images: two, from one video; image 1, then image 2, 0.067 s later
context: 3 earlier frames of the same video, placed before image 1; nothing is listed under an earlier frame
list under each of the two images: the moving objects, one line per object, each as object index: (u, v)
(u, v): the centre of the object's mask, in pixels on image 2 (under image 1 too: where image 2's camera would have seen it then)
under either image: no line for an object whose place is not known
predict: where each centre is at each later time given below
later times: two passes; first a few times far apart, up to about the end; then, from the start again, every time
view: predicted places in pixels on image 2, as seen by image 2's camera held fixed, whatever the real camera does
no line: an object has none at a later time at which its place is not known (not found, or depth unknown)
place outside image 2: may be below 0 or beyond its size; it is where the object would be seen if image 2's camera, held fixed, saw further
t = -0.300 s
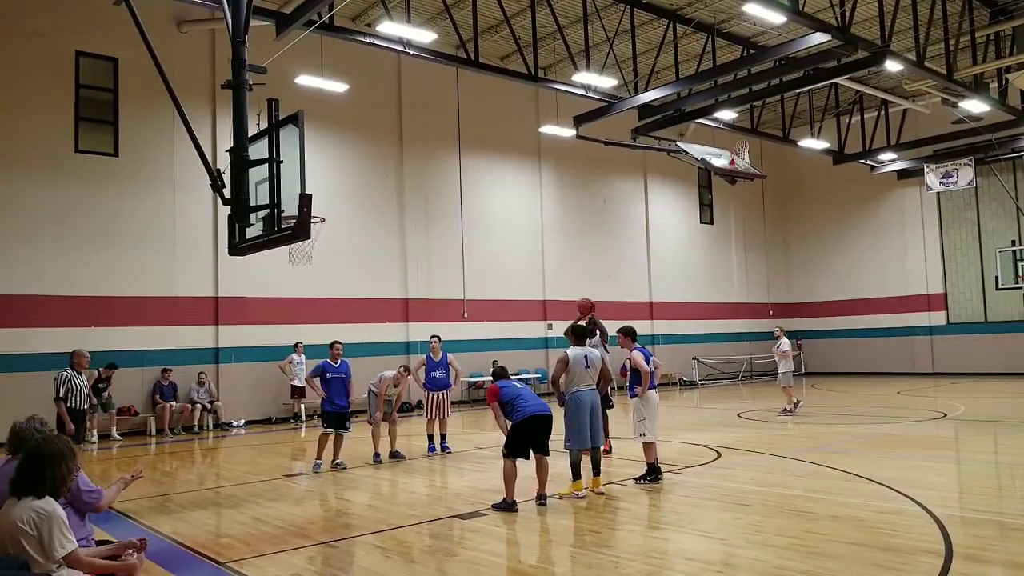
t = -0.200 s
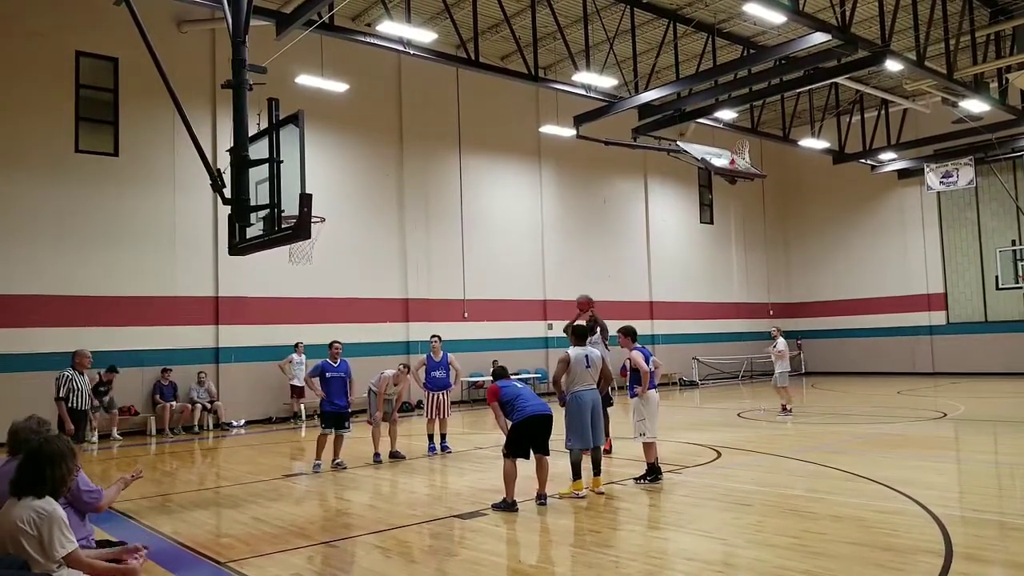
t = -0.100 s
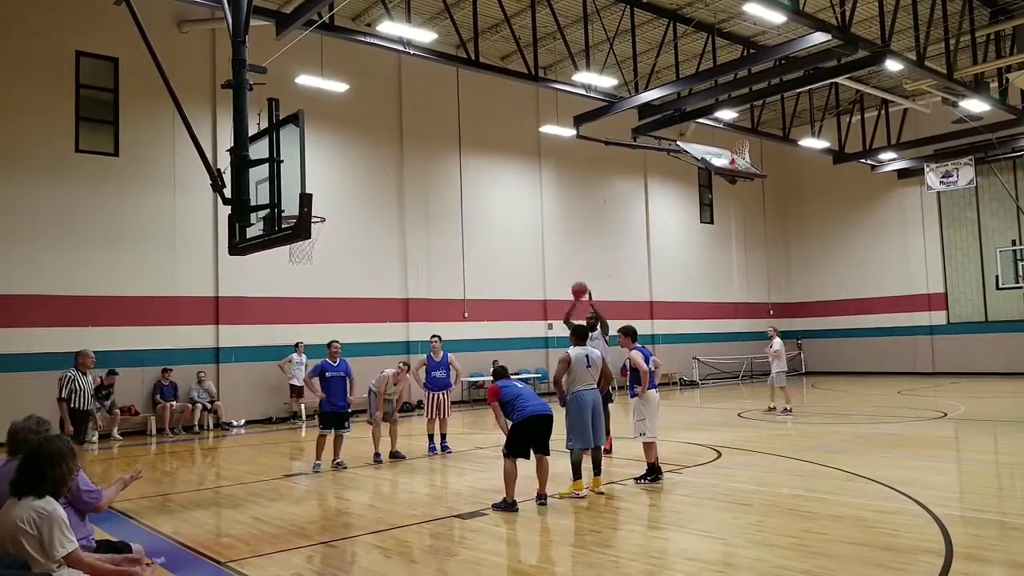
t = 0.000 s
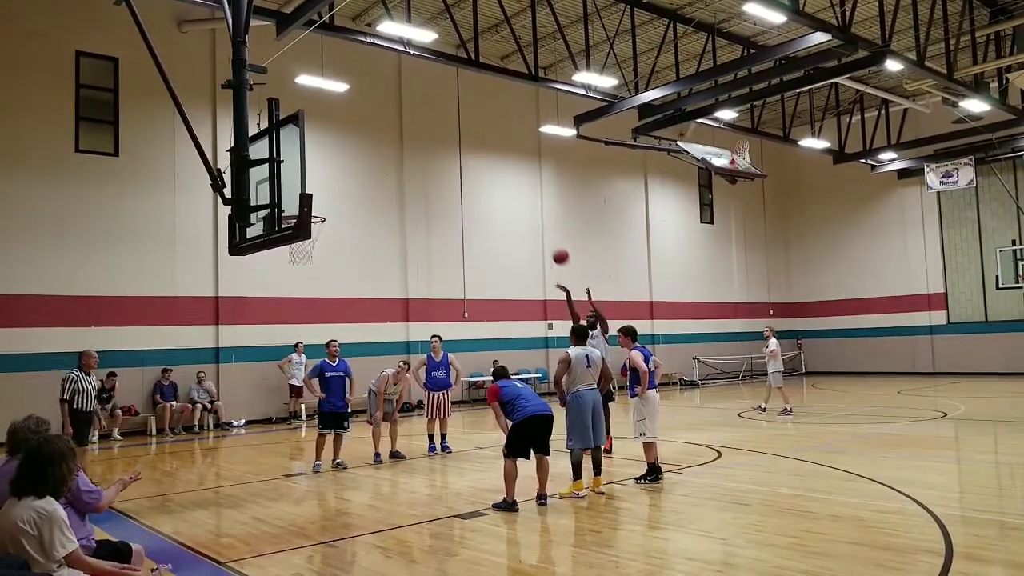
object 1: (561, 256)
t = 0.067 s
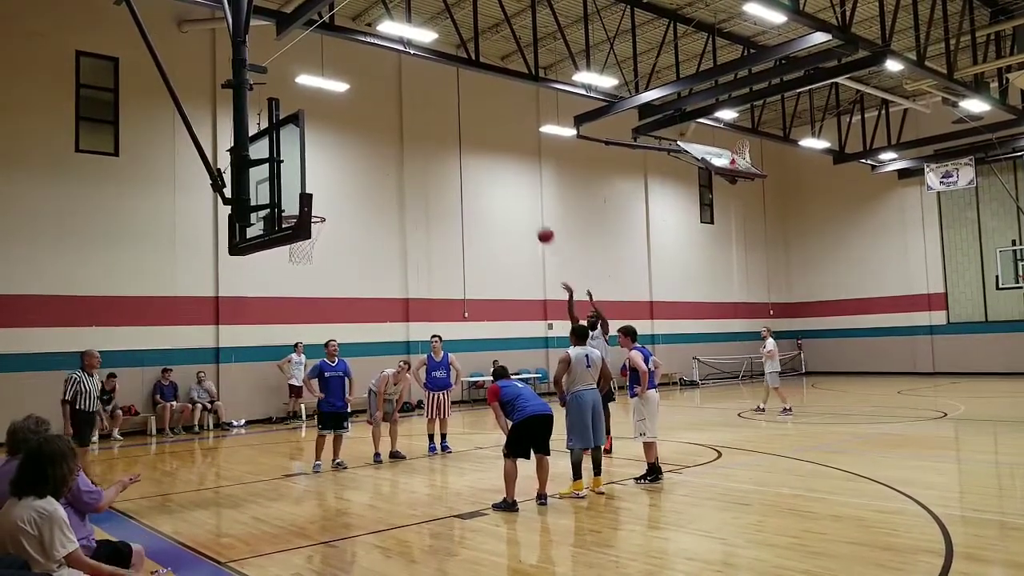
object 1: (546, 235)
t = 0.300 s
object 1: (490, 180)
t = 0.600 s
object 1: (410, 161)
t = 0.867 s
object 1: (329, 201)
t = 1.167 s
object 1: (319, 213)
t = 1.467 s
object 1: (294, 214)
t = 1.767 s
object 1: (316, 248)
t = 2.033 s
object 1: (306, 312)
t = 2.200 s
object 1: (302, 383)
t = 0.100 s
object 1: (538, 225)
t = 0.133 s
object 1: (530, 216)
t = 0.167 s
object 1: (522, 208)
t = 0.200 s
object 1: (514, 200)
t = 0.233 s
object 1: (506, 192)
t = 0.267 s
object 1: (498, 186)
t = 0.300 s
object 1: (490, 180)
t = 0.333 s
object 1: (481, 175)
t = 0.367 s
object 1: (473, 170)
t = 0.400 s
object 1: (467, 166)
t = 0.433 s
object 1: (456, 164)
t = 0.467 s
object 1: (447, 161)
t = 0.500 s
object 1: (438, 160)
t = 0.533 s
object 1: (429, 160)
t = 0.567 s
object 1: (420, 160)
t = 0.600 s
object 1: (410, 161)
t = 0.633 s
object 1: (400, 162)
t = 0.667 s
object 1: (391, 165)
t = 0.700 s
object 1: (381, 168)
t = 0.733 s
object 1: (371, 173)
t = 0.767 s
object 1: (361, 178)
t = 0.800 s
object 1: (350, 185)
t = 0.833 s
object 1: (340, 192)
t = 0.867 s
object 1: (329, 201)
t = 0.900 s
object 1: (320, 209)
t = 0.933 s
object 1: (317, 209)
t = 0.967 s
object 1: (295, 210)
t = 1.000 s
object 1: (292, 212)
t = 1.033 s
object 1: (290, 216)
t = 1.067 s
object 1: (293, 213)
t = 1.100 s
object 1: (296, 211)
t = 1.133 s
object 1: (317, 214)
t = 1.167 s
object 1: (319, 213)
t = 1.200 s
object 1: (317, 210)
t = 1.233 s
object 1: (315, 210)
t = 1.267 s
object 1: (295, 208)
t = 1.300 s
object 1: (293, 209)
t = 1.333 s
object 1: (292, 211)
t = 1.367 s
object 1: (290, 214)
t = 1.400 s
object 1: (290, 215)
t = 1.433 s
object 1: (291, 215)
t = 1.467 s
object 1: (294, 214)
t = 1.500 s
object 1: (314, 222)
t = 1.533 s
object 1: (316, 225)
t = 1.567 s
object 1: (317, 228)
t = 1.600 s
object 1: (318, 232)
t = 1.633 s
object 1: (319, 235)
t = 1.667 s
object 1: (319, 238)
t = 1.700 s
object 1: (318, 242)
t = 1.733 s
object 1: (317, 245)
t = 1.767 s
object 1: (316, 248)
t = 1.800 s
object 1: (314, 252)
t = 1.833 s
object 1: (314, 257)
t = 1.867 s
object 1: (313, 264)
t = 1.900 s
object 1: (312, 272)
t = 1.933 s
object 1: (310, 279)
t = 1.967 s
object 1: (310, 289)
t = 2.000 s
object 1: (308, 299)
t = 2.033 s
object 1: (306, 312)
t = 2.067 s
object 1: (306, 324)
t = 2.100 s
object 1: (305, 336)
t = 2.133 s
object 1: (303, 351)
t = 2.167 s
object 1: (303, 366)
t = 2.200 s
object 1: (302, 383)
